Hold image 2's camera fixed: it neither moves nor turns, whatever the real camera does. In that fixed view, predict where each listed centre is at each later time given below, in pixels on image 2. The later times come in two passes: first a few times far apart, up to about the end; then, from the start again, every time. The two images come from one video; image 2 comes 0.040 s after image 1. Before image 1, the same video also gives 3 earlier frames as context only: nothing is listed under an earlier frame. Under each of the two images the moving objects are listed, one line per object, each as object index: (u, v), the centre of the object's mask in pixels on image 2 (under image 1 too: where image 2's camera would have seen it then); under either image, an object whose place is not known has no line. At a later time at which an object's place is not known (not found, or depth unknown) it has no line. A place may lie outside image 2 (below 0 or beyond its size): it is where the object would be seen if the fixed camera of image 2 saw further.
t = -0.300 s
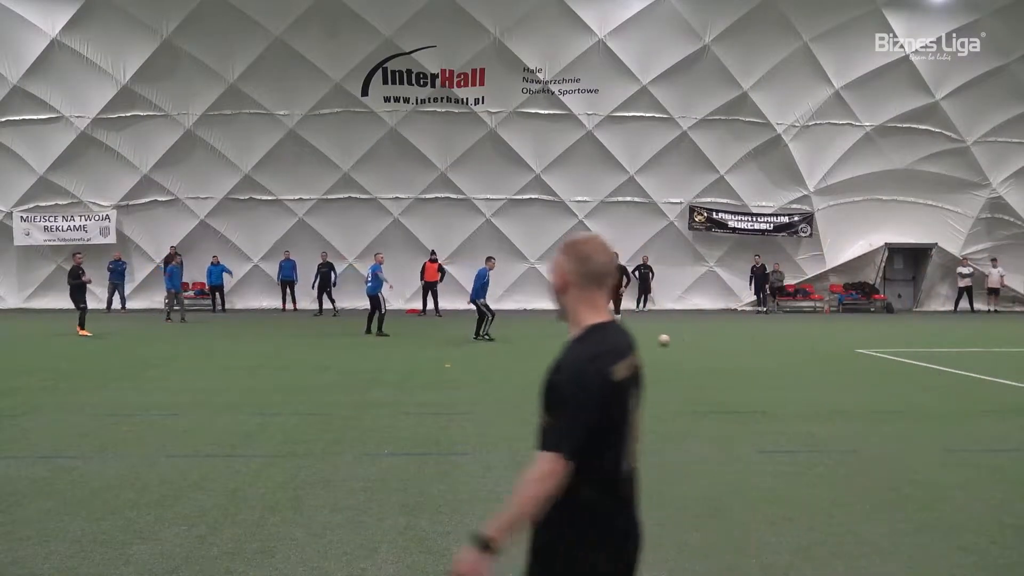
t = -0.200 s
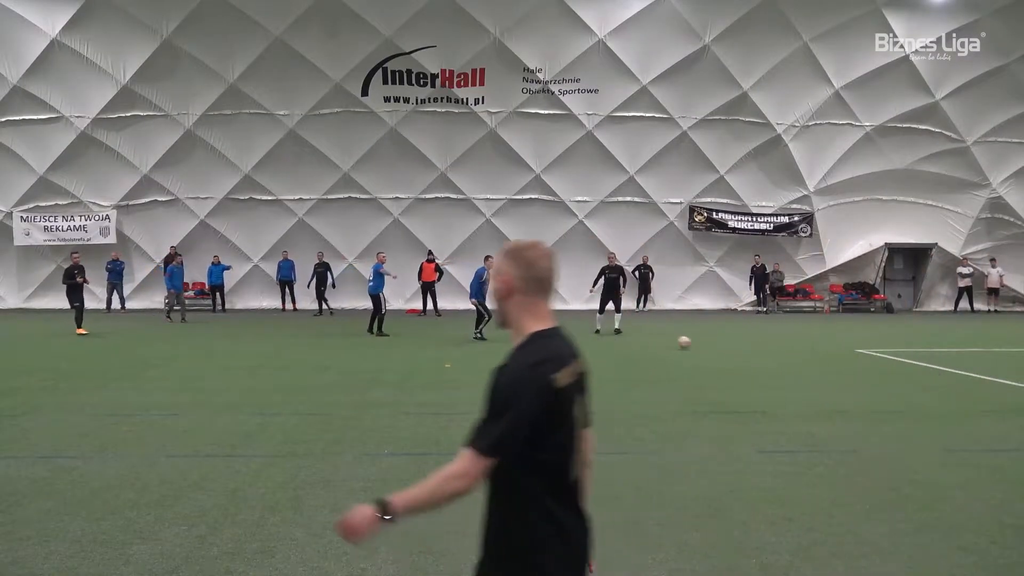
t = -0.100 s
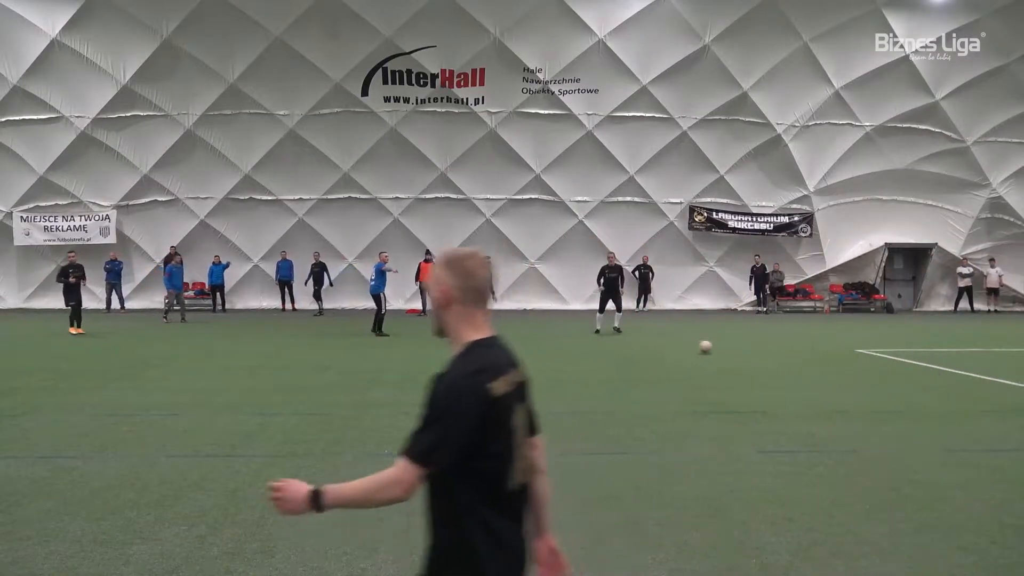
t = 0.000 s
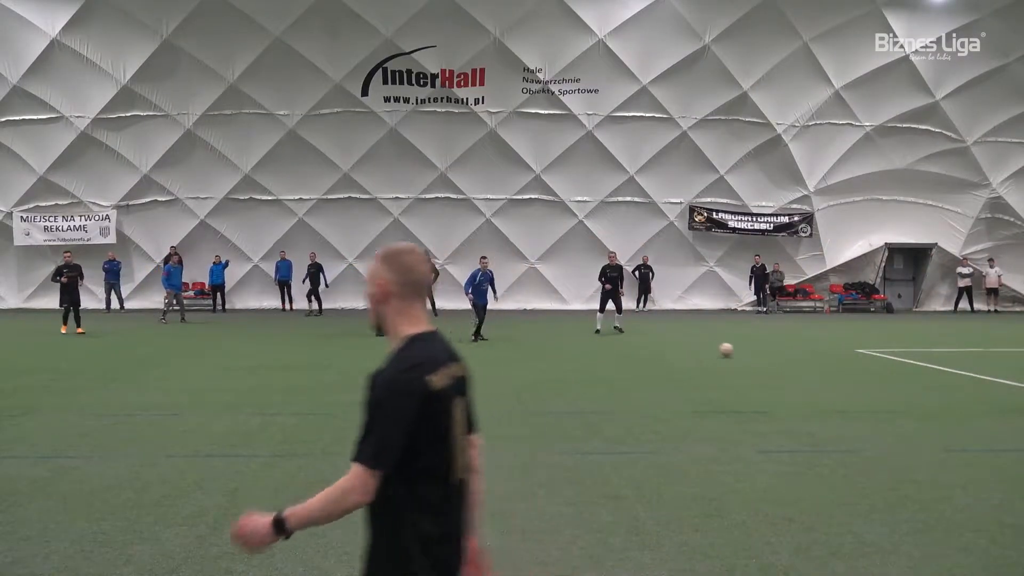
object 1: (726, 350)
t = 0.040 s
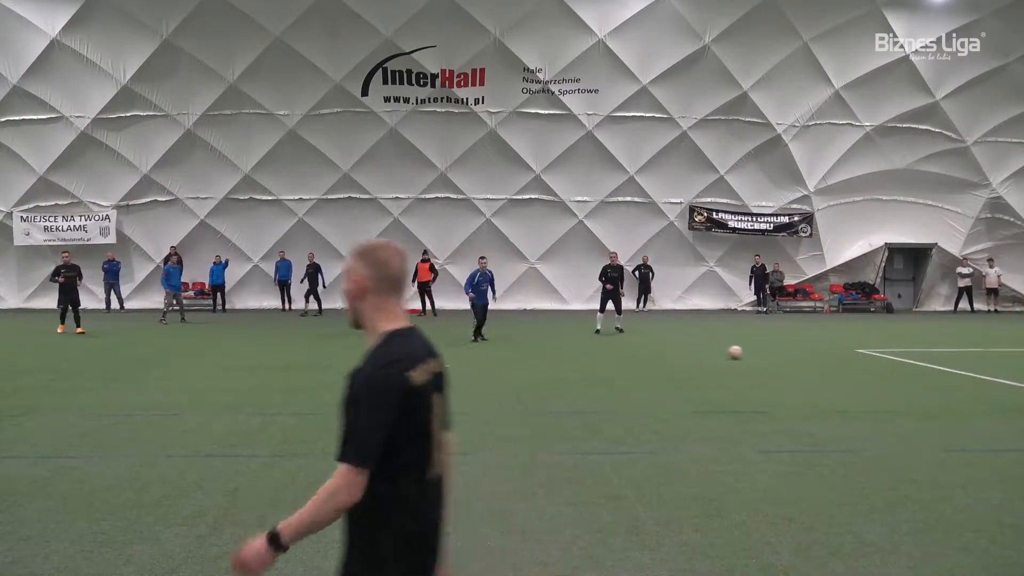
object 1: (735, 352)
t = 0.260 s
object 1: (780, 359)
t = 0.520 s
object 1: (830, 369)
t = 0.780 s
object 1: (879, 377)
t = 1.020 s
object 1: (930, 386)
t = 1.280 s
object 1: (992, 397)
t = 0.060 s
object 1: (739, 353)
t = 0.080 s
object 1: (743, 353)
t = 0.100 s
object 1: (747, 354)
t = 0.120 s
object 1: (752, 354)
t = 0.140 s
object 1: (756, 355)
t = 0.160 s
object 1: (760, 356)
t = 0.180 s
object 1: (764, 357)
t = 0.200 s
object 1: (768, 358)
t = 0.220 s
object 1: (772, 358)
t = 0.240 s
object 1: (776, 358)
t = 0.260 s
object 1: (780, 359)
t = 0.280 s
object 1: (784, 360)
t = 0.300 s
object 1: (789, 362)
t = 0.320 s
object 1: (793, 363)
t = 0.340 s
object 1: (796, 363)
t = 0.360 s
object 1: (800, 363)
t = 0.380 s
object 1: (804, 363)
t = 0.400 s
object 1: (808, 364)
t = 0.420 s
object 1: (812, 365)
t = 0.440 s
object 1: (815, 366)
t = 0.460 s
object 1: (819, 367)
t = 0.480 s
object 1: (823, 368)
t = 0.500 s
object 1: (826, 368)
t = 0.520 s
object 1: (830, 369)
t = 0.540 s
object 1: (834, 369)
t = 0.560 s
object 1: (838, 370)
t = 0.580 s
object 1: (841, 371)
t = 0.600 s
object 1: (845, 372)
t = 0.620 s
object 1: (848, 372)
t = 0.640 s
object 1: (852, 373)
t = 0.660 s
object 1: (856, 374)
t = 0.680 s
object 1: (860, 374)
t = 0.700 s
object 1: (864, 374)
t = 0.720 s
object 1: (868, 376)
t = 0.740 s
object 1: (871, 376)
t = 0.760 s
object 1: (875, 377)
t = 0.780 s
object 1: (879, 377)
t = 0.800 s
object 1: (884, 378)
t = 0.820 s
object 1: (887, 378)
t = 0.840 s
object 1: (891, 379)
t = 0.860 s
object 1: (895, 380)
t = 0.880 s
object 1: (899, 381)
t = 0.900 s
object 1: (903, 382)
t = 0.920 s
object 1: (908, 382)
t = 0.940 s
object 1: (913, 383)
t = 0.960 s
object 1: (917, 383)
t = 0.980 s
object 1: (921, 384)
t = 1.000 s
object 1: (926, 385)
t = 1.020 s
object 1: (930, 386)
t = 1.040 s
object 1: (935, 387)
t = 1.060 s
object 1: (940, 387)
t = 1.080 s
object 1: (944, 388)
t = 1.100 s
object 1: (949, 388)
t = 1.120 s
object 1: (953, 390)
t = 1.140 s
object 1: (958, 391)
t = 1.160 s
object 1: (962, 392)
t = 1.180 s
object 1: (967, 392)
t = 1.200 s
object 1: (972, 393)
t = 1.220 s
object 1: (977, 394)
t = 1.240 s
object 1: (982, 395)
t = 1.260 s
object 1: (987, 396)
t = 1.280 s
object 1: (992, 397)
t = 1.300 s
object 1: (997, 398)
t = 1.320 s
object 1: (1003, 399)
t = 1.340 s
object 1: (1009, 399)
